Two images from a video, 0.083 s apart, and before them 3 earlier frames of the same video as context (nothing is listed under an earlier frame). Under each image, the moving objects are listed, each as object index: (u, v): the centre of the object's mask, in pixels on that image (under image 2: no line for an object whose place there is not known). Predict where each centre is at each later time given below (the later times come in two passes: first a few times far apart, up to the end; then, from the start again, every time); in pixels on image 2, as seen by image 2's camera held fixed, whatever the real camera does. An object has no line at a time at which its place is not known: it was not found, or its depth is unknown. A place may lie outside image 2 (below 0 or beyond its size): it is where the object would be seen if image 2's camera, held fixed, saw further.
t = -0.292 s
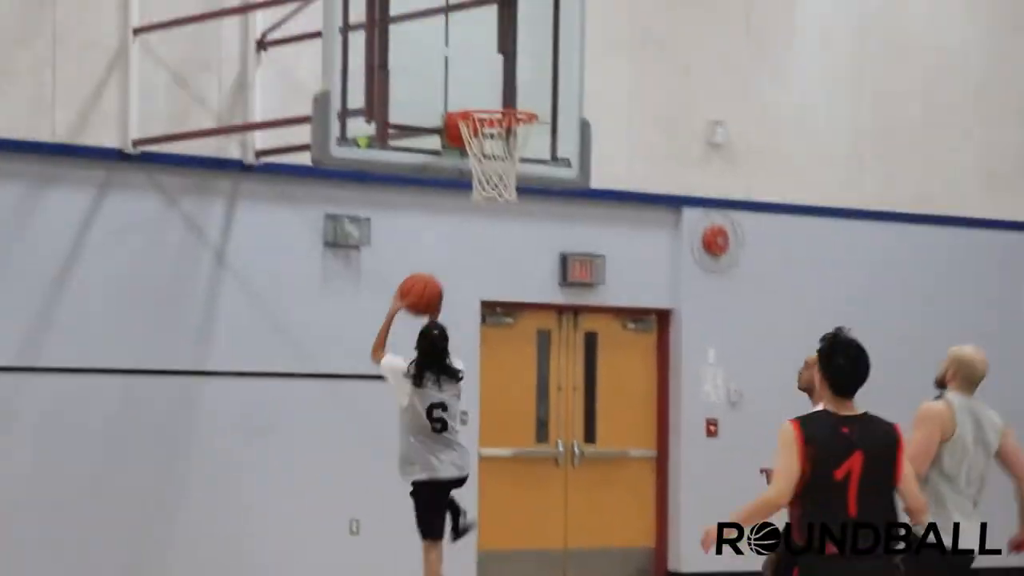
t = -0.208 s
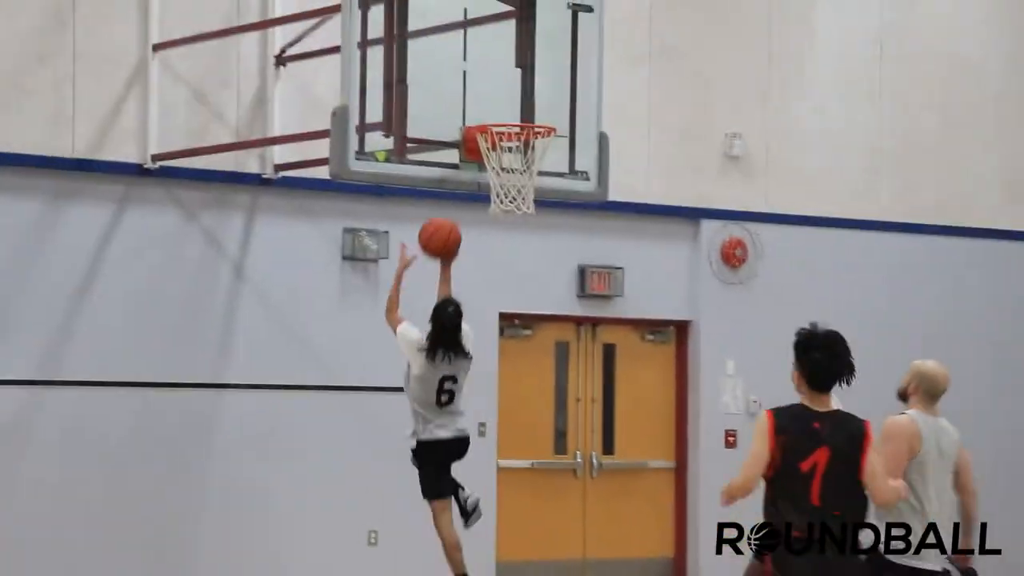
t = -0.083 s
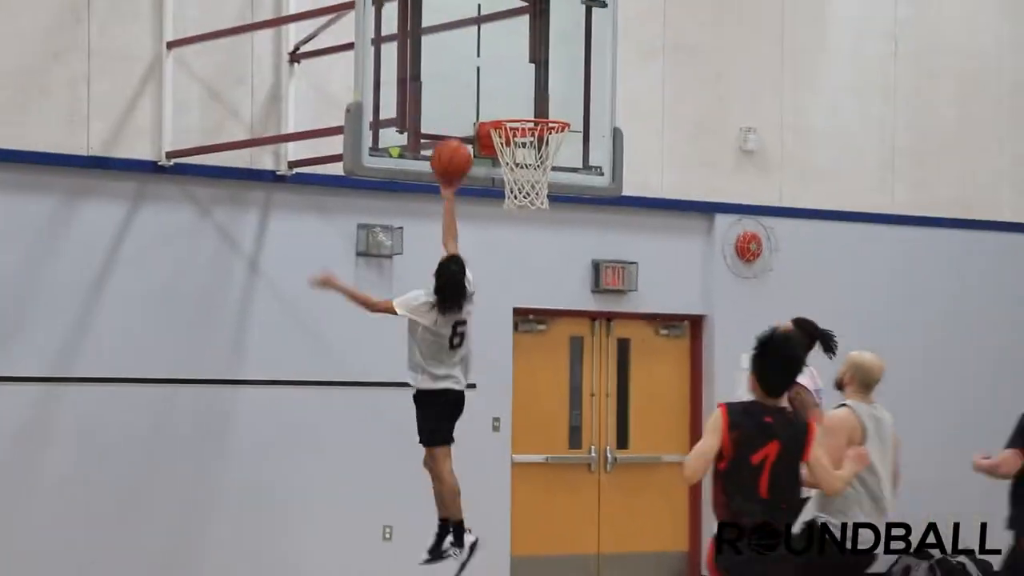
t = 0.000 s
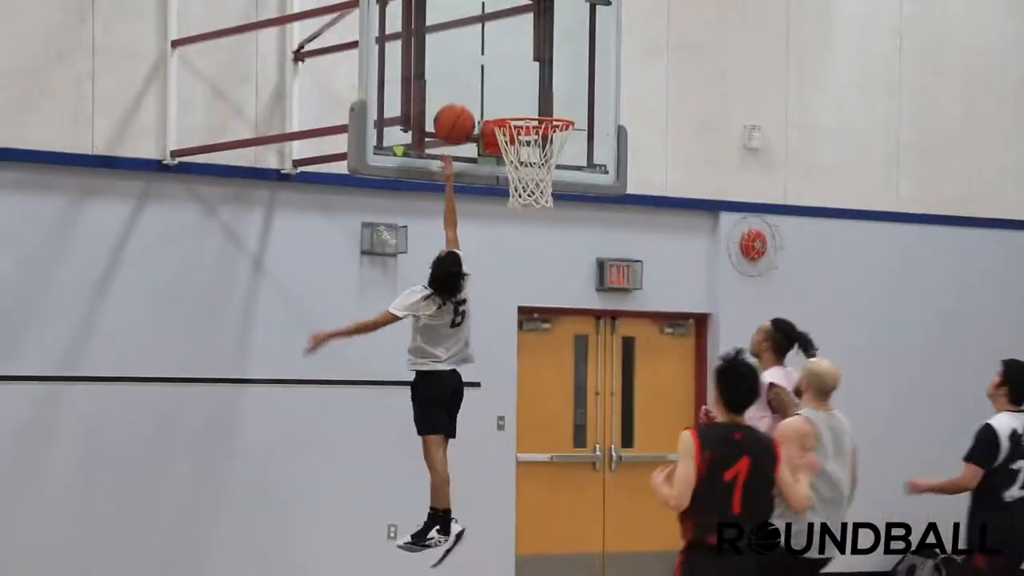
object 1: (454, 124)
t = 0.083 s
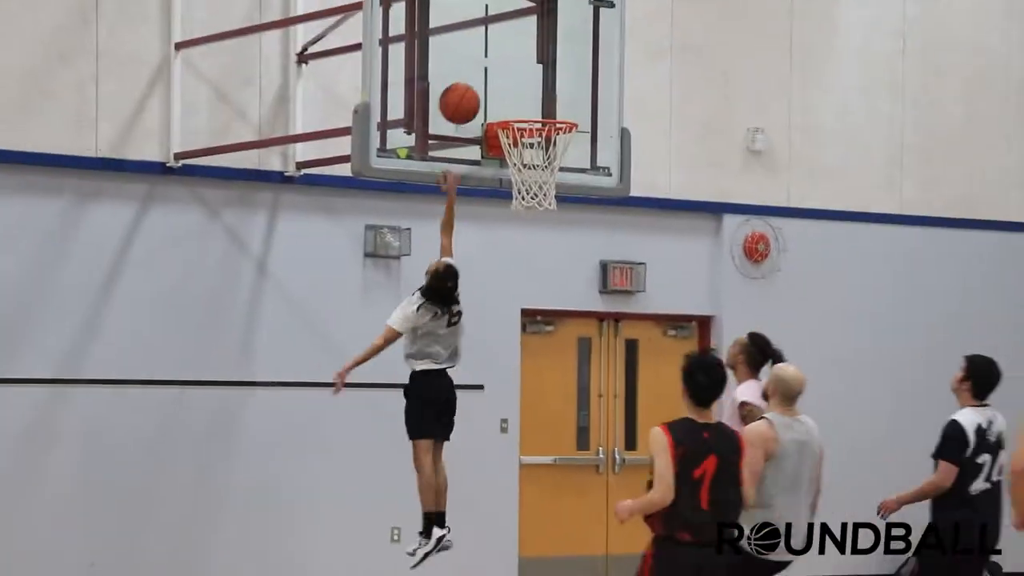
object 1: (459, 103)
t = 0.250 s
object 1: (506, 86)
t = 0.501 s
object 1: (550, 101)
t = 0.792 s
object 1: (541, 148)
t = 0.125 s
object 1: (471, 95)
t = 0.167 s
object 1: (482, 89)
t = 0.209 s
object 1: (494, 86)
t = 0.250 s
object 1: (506, 86)
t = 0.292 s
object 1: (517, 89)
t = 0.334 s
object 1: (529, 95)
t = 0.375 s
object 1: (539, 102)
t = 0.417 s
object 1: (543, 99)
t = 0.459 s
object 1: (547, 99)
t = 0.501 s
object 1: (550, 101)
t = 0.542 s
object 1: (554, 104)
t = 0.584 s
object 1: (557, 109)
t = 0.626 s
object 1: (554, 110)
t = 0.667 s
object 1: (551, 117)
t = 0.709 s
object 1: (548, 128)
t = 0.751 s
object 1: (545, 140)
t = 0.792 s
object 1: (541, 148)
